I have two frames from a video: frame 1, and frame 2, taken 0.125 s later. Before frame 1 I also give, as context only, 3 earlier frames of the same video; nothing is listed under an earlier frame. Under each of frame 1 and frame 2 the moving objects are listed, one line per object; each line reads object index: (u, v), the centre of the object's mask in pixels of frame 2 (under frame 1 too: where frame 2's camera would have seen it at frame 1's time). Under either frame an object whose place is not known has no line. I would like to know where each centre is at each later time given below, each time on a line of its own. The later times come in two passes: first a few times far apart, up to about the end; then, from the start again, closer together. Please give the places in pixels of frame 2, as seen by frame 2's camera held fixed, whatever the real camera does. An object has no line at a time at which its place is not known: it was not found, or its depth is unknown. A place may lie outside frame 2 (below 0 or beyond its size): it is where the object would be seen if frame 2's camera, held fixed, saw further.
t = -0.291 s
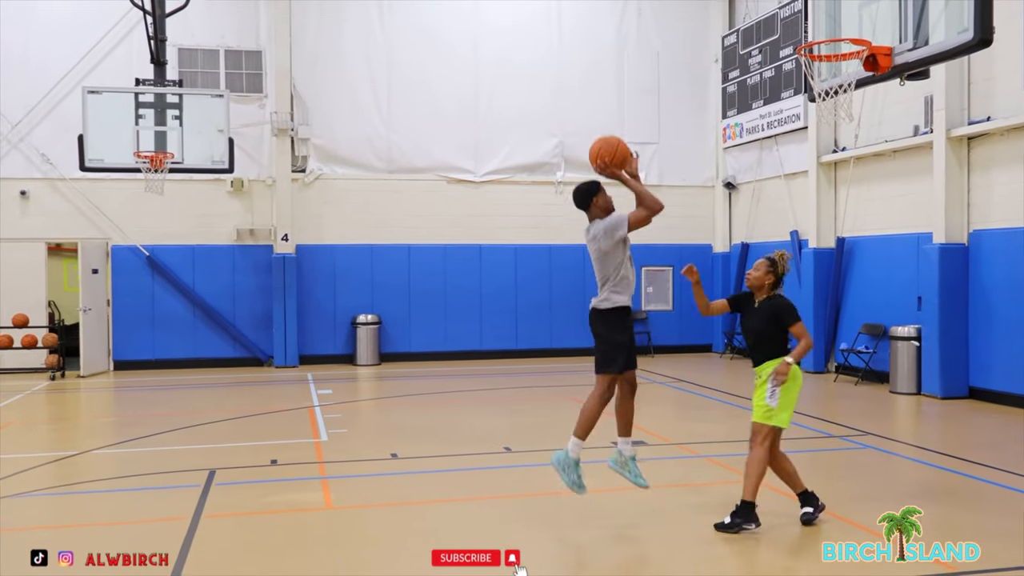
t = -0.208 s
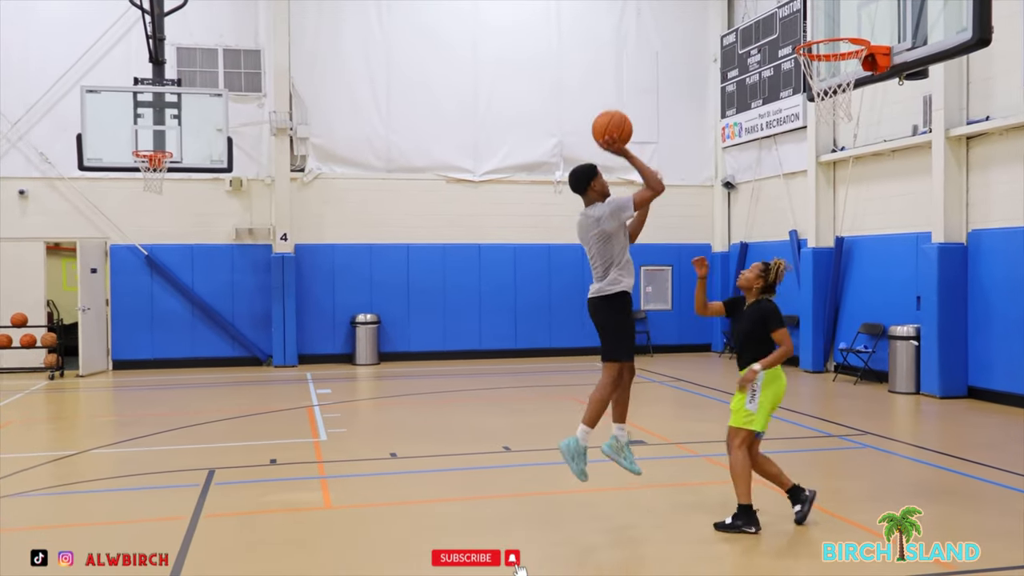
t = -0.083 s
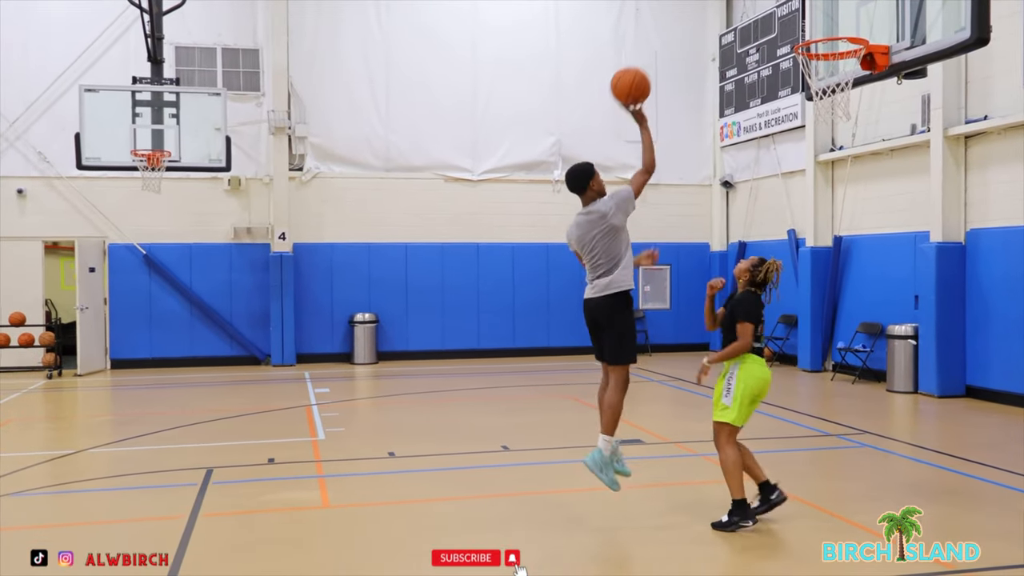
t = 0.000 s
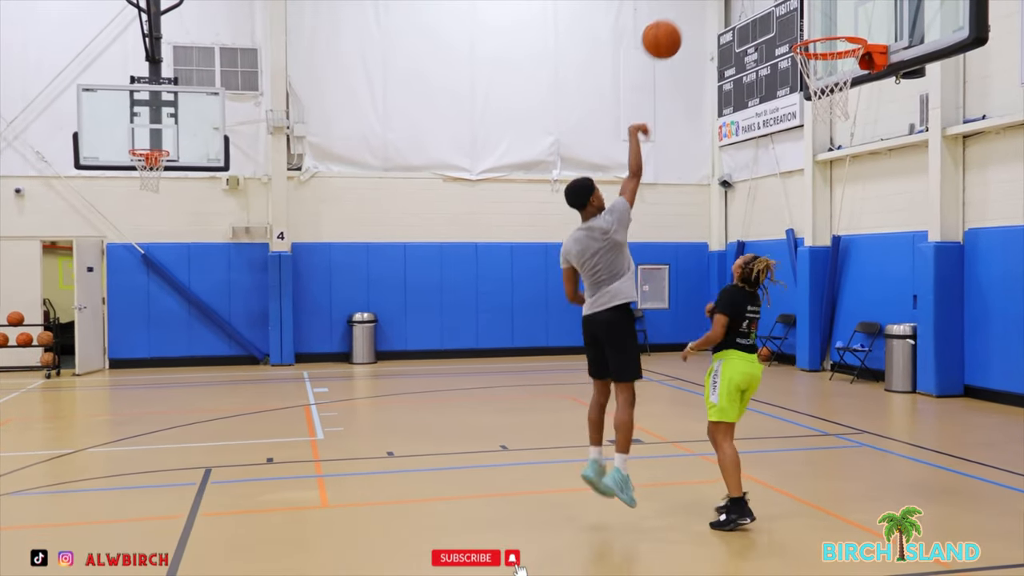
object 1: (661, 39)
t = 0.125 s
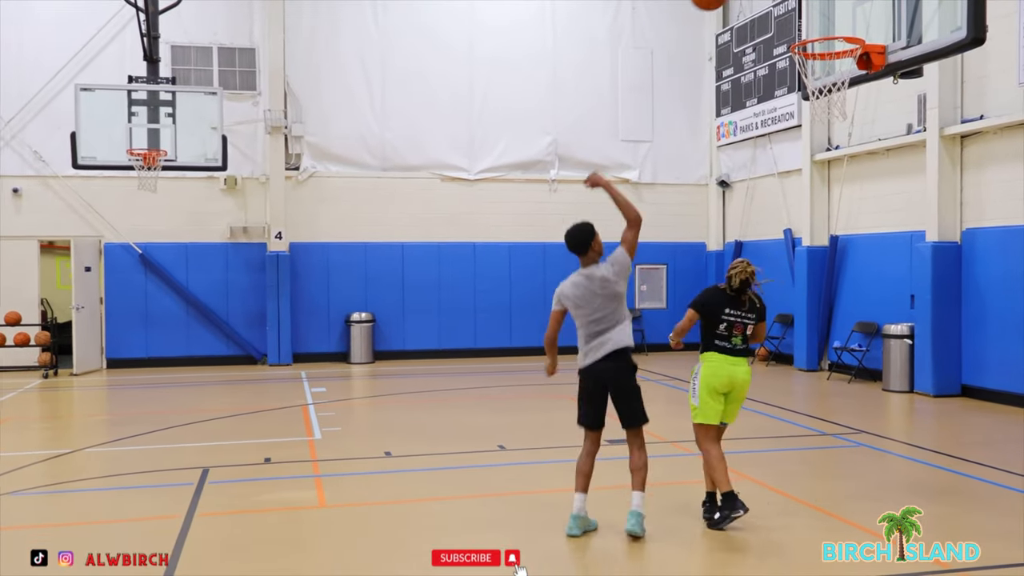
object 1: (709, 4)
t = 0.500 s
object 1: (842, 6)
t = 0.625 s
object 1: (885, 35)
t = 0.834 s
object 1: (876, 75)
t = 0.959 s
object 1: (859, 130)
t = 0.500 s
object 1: (842, 6)
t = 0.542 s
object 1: (857, 13)
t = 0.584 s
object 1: (871, 26)
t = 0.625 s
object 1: (885, 35)
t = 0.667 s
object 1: (897, 45)
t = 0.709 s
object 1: (893, 49)
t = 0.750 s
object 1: (887, 56)
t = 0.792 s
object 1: (882, 64)
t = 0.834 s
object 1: (876, 75)
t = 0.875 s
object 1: (870, 90)
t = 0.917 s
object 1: (865, 109)
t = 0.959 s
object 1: (859, 130)
